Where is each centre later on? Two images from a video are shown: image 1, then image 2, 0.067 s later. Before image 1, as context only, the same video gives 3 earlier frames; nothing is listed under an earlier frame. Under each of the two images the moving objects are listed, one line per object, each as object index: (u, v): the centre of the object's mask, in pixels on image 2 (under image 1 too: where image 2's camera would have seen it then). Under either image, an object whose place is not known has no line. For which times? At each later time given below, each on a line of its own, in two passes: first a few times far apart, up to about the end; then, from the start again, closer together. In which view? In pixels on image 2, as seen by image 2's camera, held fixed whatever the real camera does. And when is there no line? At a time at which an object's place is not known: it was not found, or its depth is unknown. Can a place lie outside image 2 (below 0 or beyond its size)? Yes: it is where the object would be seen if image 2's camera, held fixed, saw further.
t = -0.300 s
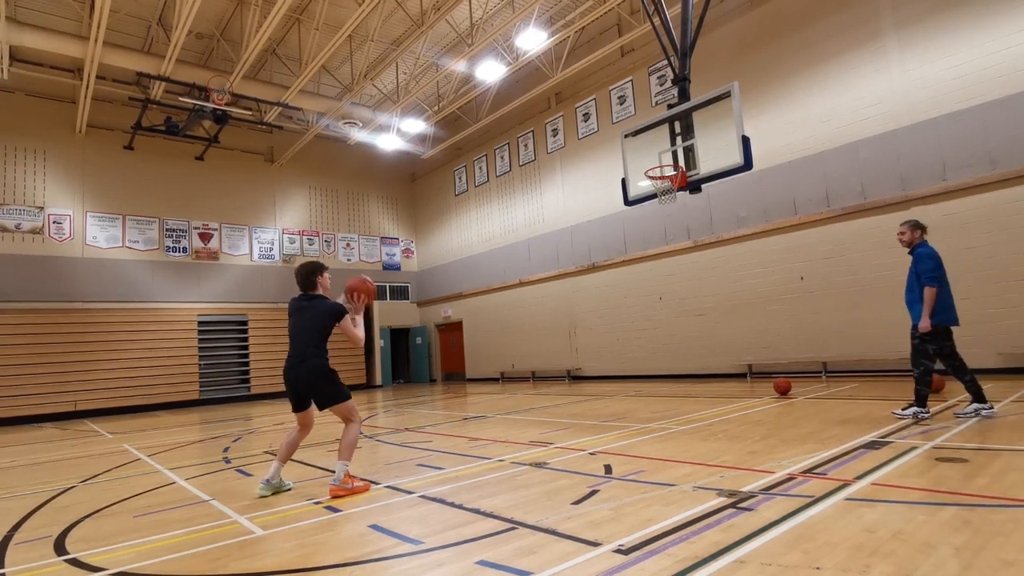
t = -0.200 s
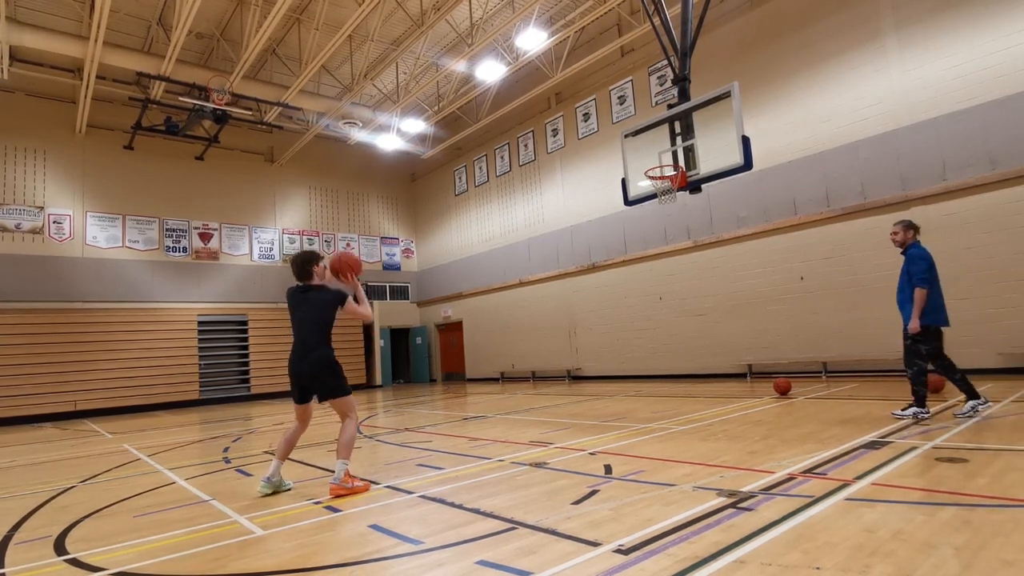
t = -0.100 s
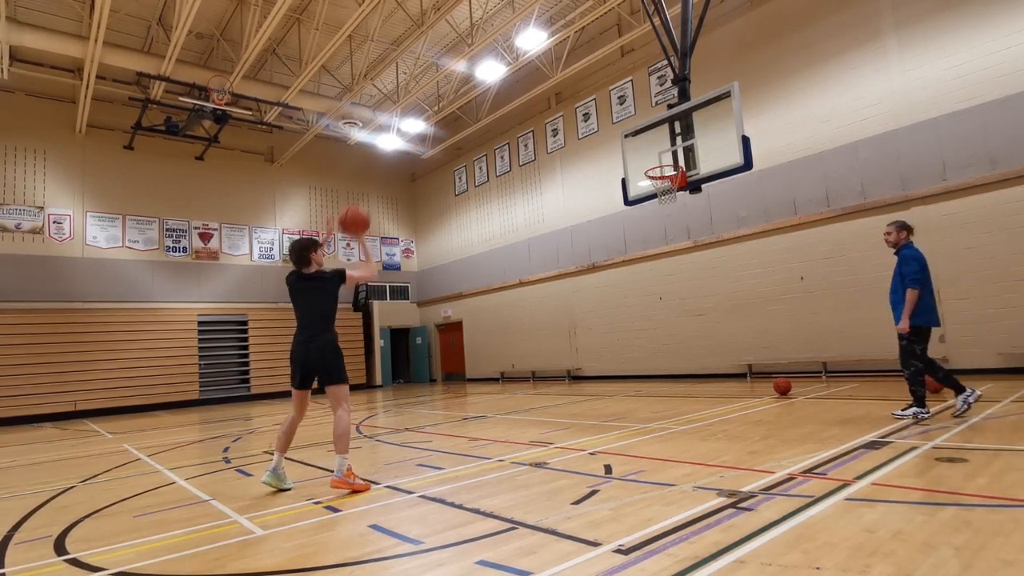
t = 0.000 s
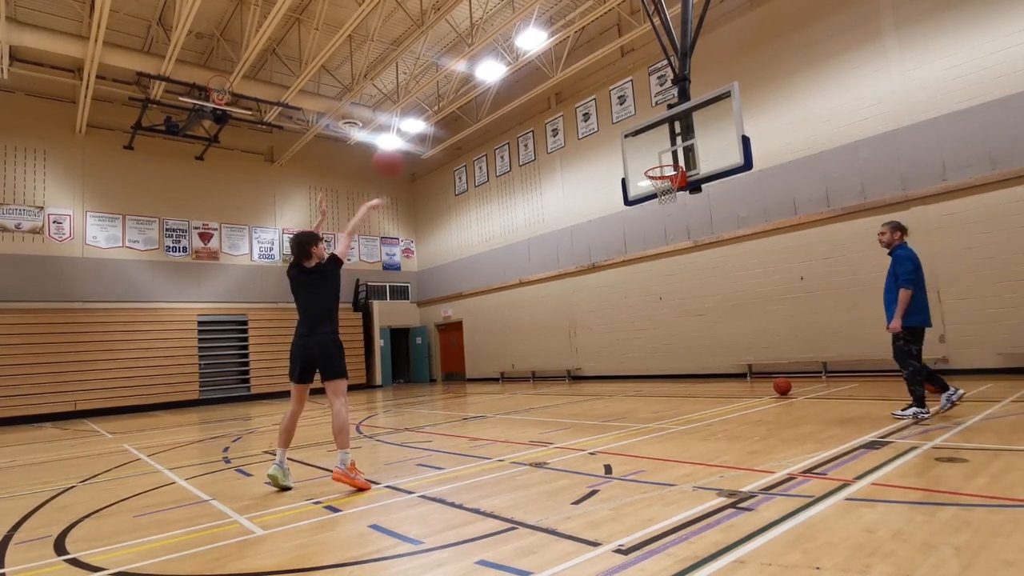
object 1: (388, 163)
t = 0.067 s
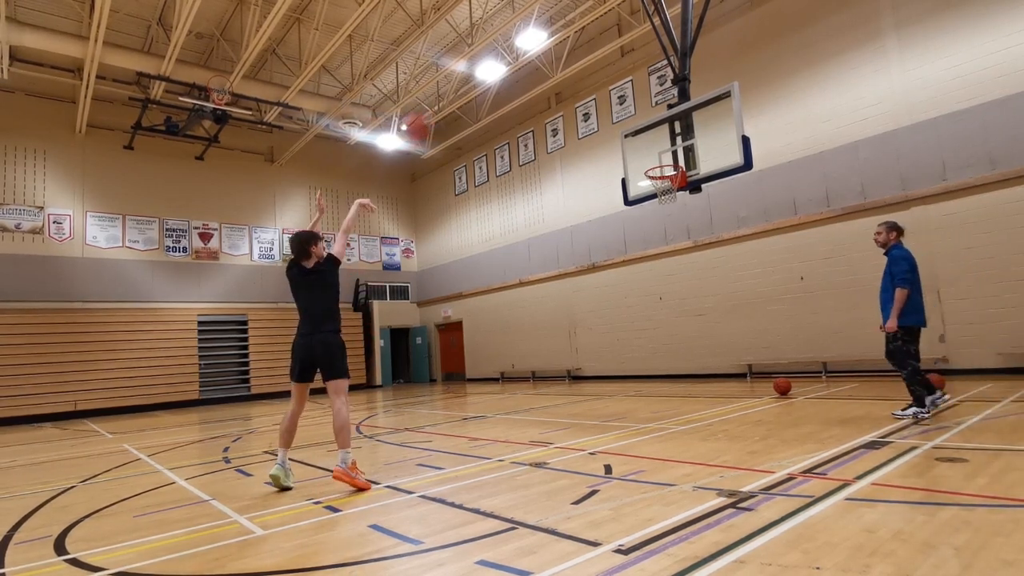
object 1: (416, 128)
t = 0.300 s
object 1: (498, 65)
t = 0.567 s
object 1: (570, 67)
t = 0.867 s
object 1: (640, 130)
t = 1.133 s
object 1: (668, 187)
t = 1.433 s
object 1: (661, 214)
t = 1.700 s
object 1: (660, 292)
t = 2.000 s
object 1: (661, 378)
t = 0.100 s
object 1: (430, 113)
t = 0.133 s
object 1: (442, 103)
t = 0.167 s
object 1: (453, 91)
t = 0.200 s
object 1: (464, 84)
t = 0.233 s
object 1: (473, 76)
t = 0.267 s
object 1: (485, 71)
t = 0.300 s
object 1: (498, 65)
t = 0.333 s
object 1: (508, 62)
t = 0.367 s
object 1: (516, 61)
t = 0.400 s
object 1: (525, 60)
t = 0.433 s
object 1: (534, 60)
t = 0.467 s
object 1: (544, 60)
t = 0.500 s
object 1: (553, 61)
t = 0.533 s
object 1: (562, 64)
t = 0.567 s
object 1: (570, 67)
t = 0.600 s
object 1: (579, 71)
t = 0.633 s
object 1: (587, 75)
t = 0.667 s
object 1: (594, 81)
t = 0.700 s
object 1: (603, 87)
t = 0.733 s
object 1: (610, 94)
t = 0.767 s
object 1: (617, 103)
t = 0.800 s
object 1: (625, 111)
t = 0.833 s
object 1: (632, 120)
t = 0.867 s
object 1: (640, 130)
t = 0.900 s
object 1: (647, 140)
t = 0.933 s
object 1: (654, 151)
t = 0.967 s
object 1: (661, 162)
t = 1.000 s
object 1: (669, 174)
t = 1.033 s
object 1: (675, 181)
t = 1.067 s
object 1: (671, 187)
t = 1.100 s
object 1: (670, 187)
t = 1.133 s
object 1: (668, 187)
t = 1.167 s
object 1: (666, 190)
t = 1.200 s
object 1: (665, 189)
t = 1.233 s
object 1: (662, 192)
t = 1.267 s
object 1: (664, 194)
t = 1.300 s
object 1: (663, 197)
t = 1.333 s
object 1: (662, 201)
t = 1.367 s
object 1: (661, 204)
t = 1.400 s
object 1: (661, 208)
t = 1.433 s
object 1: (661, 214)
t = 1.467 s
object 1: (660, 220)
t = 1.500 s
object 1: (660, 228)
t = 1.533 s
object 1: (660, 236)
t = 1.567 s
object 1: (660, 245)
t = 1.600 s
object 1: (660, 255)
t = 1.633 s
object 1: (660, 267)
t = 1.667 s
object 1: (660, 279)
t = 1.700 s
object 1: (660, 292)
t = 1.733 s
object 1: (661, 306)
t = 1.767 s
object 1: (662, 322)
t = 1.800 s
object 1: (662, 338)
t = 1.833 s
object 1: (663, 355)
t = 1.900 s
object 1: (665, 393)
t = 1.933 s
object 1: (665, 406)
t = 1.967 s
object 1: (663, 392)
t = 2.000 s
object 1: (661, 378)
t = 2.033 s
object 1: (658, 366)
